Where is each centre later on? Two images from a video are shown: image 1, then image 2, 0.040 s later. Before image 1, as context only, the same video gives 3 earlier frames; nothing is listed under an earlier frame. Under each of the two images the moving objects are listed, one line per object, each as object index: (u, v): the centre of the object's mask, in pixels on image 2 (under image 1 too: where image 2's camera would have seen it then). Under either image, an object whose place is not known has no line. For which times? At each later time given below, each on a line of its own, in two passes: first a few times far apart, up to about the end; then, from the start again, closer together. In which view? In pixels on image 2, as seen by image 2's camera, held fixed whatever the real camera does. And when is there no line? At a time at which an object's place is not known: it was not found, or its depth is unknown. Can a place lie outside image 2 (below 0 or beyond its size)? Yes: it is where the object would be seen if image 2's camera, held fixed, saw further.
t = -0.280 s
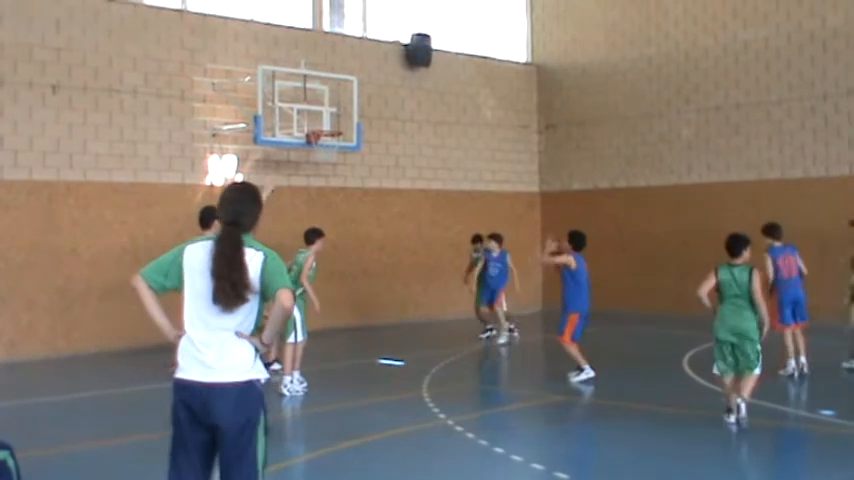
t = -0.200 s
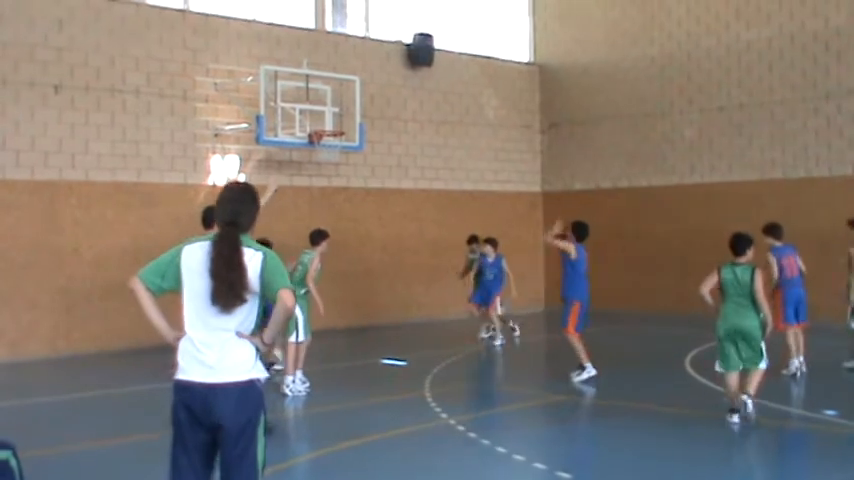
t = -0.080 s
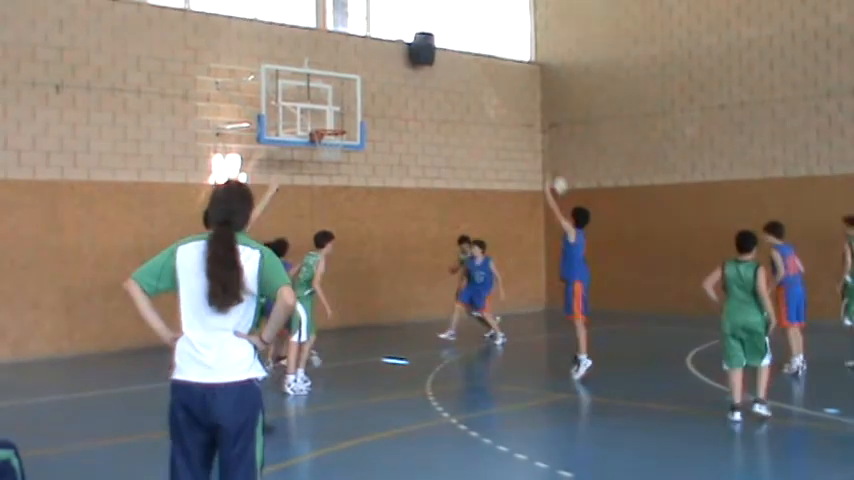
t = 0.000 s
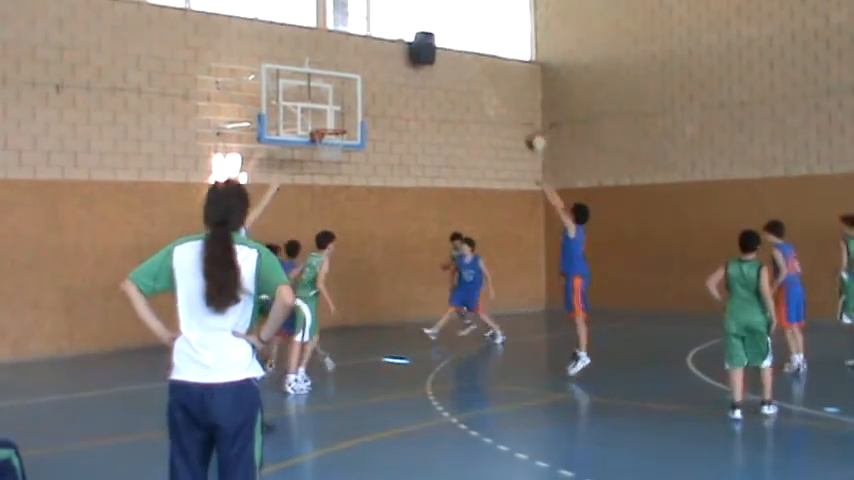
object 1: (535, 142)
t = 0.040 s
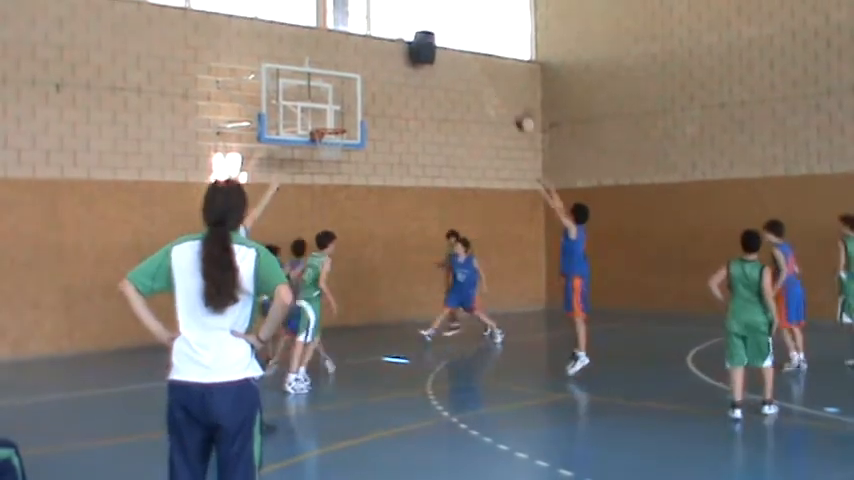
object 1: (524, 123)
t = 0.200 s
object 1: (484, 66)
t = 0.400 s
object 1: (440, 30)
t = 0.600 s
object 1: (402, 27)
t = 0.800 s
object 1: (368, 53)
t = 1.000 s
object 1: (337, 106)
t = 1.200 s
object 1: (328, 163)
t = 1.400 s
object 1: (339, 232)
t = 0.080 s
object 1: (514, 106)
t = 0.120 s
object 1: (504, 91)
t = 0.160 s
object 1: (494, 78)
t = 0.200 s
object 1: (484, 66)
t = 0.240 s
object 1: (475, 56)
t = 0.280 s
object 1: (466, 47)
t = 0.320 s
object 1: (457, 41)
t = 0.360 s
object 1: (449, 34)
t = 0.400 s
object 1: (440, 30)
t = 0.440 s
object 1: (433, 27)
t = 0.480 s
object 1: (424, 25)
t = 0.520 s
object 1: (417, 25)
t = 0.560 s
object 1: (409, 25)
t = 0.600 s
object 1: (402, 27)
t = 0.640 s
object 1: (395, 31)
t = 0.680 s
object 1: (388, 34)
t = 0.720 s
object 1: (381, 40)
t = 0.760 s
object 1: (375, 45)
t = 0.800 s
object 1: (368, 53)
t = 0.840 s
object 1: (363, 61)
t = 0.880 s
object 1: (355, 72)
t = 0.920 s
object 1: (350, 82)
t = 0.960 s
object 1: (344, 94)
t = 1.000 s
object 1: (337, 106)
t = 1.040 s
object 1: (332, 118)
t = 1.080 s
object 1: (328, 138)
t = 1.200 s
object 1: (328, 163)
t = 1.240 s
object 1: (331, 174)
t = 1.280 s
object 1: (333, 187)
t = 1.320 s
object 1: (335, 202)
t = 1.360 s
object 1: (337, 213)
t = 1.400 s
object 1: (339, 232)
